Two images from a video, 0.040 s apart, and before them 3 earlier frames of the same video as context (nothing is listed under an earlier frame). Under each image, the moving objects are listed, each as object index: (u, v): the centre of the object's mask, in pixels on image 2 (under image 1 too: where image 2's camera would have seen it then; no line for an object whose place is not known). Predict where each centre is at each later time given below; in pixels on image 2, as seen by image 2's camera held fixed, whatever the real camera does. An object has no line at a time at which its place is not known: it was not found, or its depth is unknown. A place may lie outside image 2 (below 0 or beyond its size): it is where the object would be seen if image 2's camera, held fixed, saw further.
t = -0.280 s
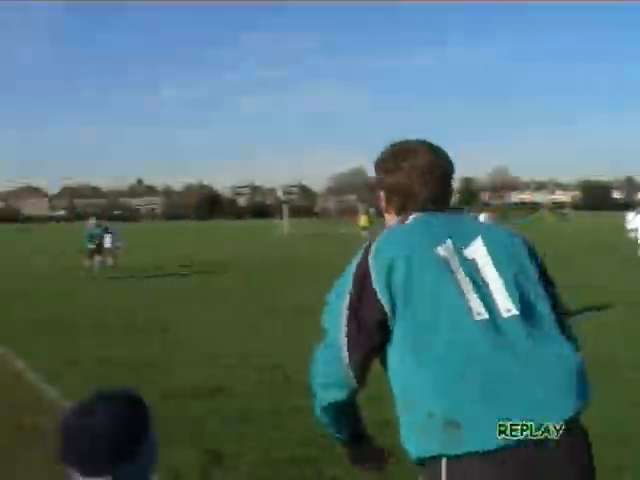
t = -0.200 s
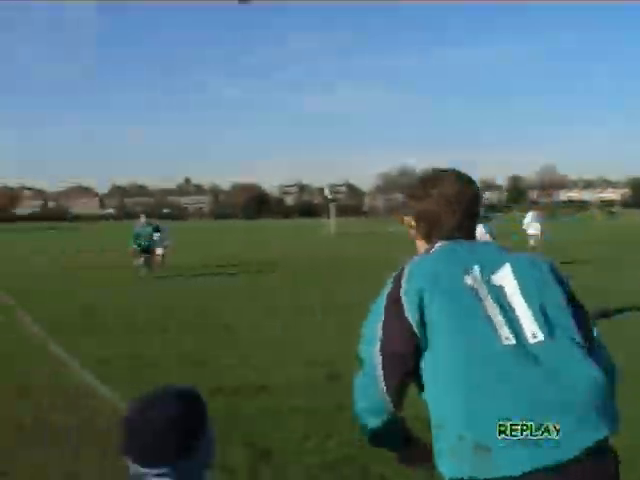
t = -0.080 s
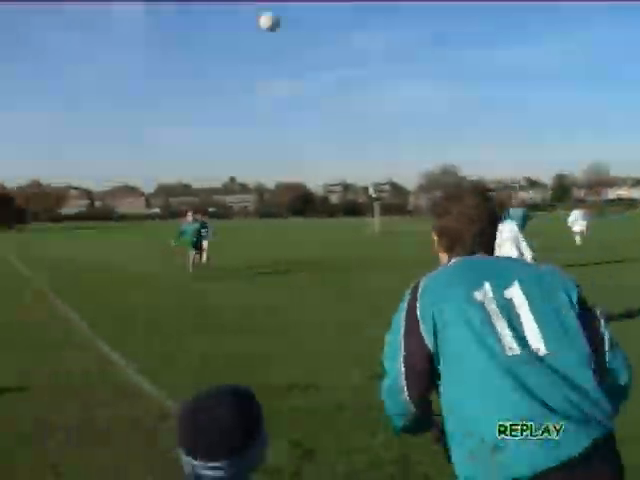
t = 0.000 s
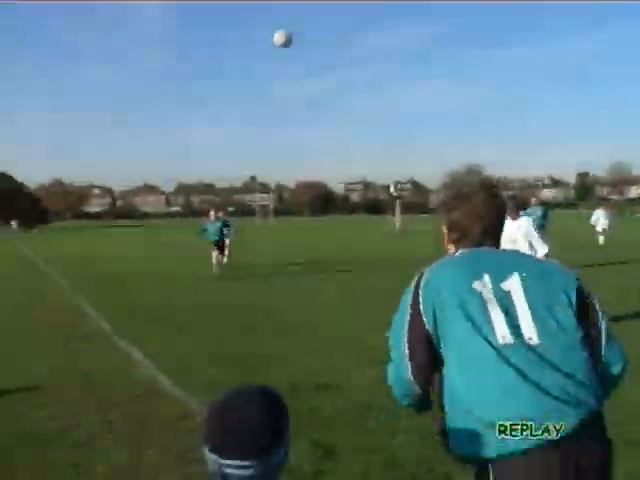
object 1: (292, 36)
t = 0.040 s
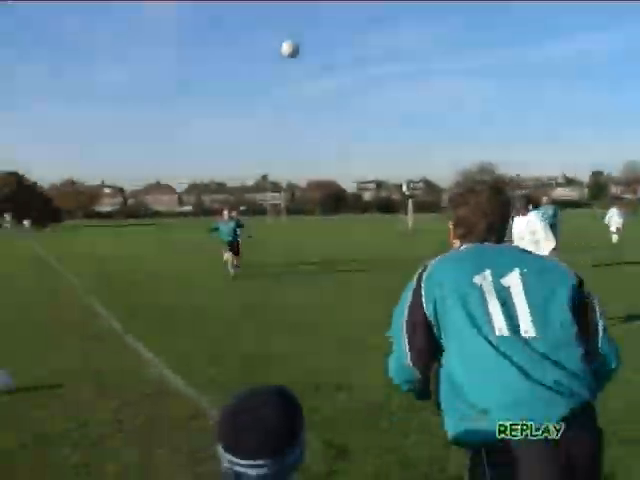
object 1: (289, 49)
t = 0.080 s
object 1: (287, 62)
